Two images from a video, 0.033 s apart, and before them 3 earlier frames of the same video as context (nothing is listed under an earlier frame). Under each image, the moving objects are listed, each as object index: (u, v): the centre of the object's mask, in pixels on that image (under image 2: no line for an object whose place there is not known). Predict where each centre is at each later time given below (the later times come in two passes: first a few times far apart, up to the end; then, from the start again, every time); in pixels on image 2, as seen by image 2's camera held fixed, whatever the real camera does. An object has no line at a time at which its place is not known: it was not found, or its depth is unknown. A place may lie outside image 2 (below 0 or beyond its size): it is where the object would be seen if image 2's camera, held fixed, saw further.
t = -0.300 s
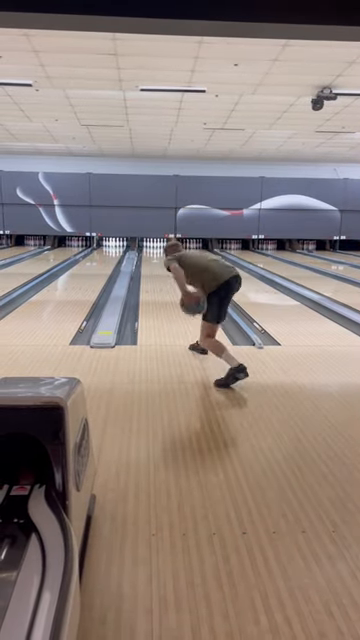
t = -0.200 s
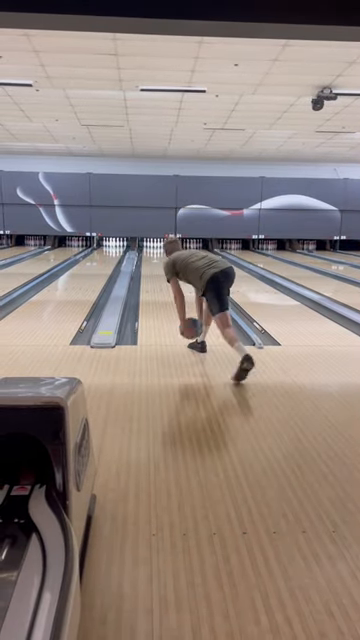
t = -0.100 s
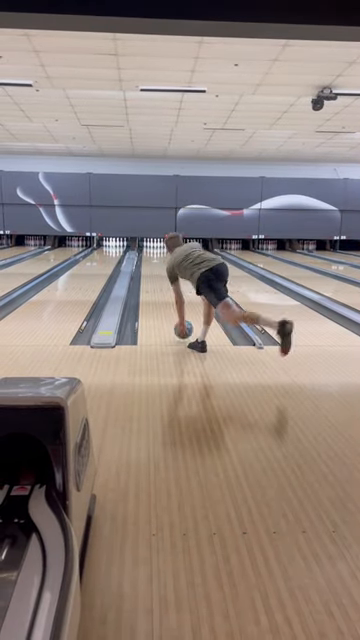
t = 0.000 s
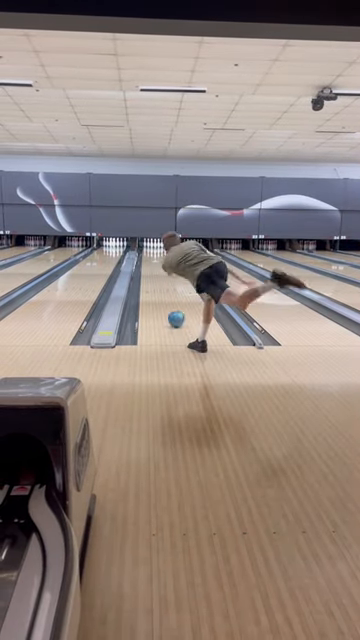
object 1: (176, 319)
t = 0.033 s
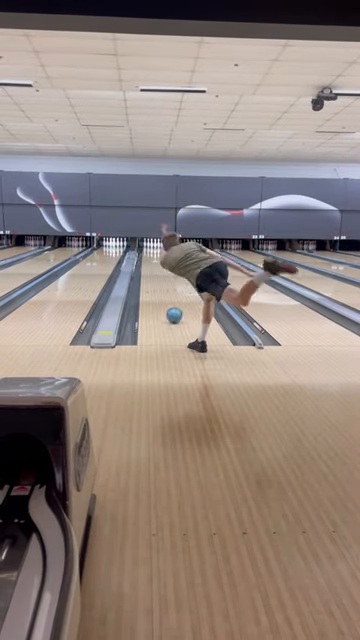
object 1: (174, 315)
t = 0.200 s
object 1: (166, 298)
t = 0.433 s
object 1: (158, 284)
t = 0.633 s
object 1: (155, 275)
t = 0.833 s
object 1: (151, 267)
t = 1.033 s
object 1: (150, 262)
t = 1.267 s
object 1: (148, 257)
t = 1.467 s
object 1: (148, 255)
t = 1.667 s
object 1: (148, 251)
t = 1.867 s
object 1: (150, 248)
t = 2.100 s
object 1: (152, 247)
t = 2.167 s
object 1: (153, 247)
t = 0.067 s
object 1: (172, 311)
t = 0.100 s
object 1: (170, 308)
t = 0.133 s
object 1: (169, 304)
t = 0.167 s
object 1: (167, 302)
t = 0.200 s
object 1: (166, 298)
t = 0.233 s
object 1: (165, 296)
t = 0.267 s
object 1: (164, 294)
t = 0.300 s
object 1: (163, 292)
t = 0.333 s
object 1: (162, 289)
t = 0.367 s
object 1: (161, 287)
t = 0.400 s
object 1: (159, 286)
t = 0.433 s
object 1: (158, 284)
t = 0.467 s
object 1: (157, 283)
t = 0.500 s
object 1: (157, 280)
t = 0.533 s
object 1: (156, 279)
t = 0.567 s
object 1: (156, 277)
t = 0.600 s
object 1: (155, 276)
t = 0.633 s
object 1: (155, 275)
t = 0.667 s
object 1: (154, 273)
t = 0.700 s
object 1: (154, 273)
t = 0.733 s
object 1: (153, 271)
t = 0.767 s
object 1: (153, 269)
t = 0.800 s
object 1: (152, 268)
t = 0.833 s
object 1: (151, 267)
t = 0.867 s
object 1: (151, 266)
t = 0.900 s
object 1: (151, 265)
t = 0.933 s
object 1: (151, 264)
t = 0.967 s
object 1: (151, 264)
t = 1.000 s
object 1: (150, 263)
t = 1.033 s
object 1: (150, 262)
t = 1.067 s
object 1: (150, 261)
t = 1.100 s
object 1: (150, 261)
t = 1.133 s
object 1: (150, 260)
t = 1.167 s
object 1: (150, 260)
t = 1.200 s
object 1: (149, 258)
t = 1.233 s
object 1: (149, 258)
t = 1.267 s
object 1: (148, 257)
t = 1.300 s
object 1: (148, 256)
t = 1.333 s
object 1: (148, 256)
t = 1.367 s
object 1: (148, 256)
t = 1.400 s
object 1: (148, 256)
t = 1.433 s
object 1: (147, 256)
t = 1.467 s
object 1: (148, 255)
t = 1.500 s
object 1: (148, 254)
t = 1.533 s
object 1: (148, 254)
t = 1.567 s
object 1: (148, 253)
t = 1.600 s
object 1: (148, 253)
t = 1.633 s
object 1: (147, 256)
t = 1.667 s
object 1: (148, 251)
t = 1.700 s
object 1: (148, 251)
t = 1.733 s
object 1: (148, 249)
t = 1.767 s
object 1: (149, 249)
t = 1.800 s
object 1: (149, 248)
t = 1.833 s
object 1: (149, 249)
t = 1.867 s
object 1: (150, 248)
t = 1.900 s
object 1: (151, 248)
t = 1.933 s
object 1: (151, 247)
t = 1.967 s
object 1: (151, 247)
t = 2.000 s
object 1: (151, 247)
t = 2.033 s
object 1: (151, 247)
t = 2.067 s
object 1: (152, 247)
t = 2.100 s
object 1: (152, 247)
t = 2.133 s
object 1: (153, 247)
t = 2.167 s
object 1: (153, 247)
